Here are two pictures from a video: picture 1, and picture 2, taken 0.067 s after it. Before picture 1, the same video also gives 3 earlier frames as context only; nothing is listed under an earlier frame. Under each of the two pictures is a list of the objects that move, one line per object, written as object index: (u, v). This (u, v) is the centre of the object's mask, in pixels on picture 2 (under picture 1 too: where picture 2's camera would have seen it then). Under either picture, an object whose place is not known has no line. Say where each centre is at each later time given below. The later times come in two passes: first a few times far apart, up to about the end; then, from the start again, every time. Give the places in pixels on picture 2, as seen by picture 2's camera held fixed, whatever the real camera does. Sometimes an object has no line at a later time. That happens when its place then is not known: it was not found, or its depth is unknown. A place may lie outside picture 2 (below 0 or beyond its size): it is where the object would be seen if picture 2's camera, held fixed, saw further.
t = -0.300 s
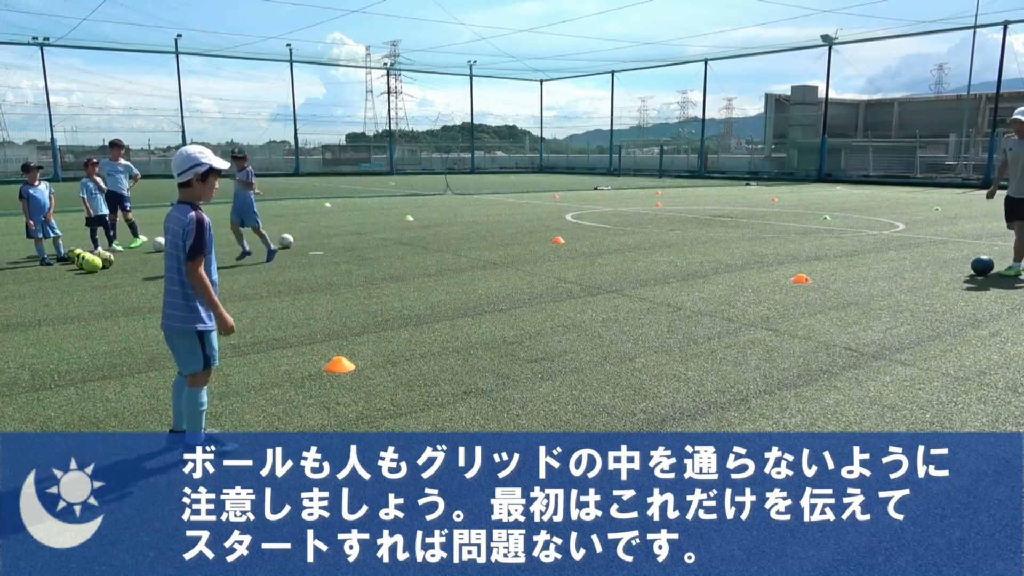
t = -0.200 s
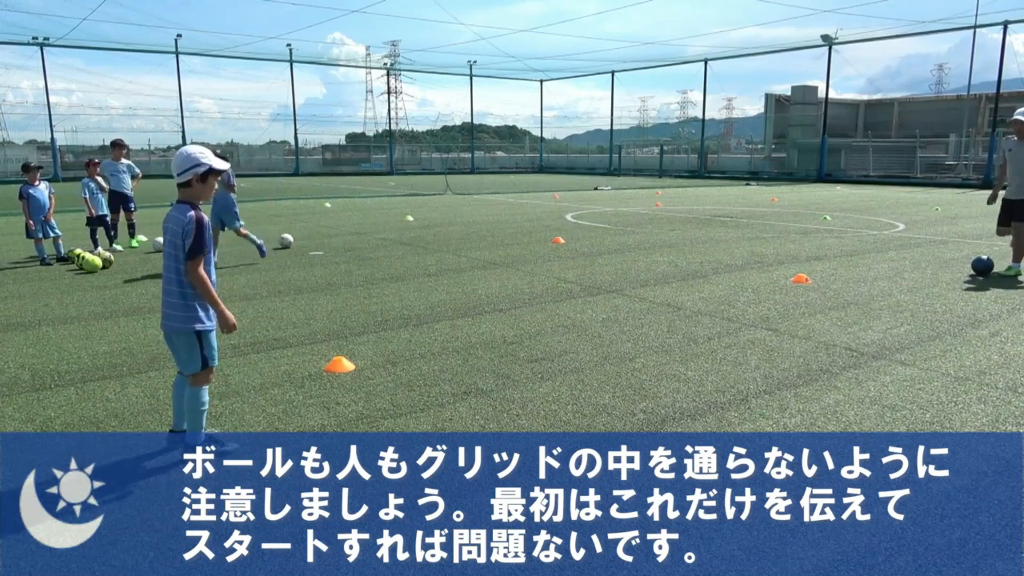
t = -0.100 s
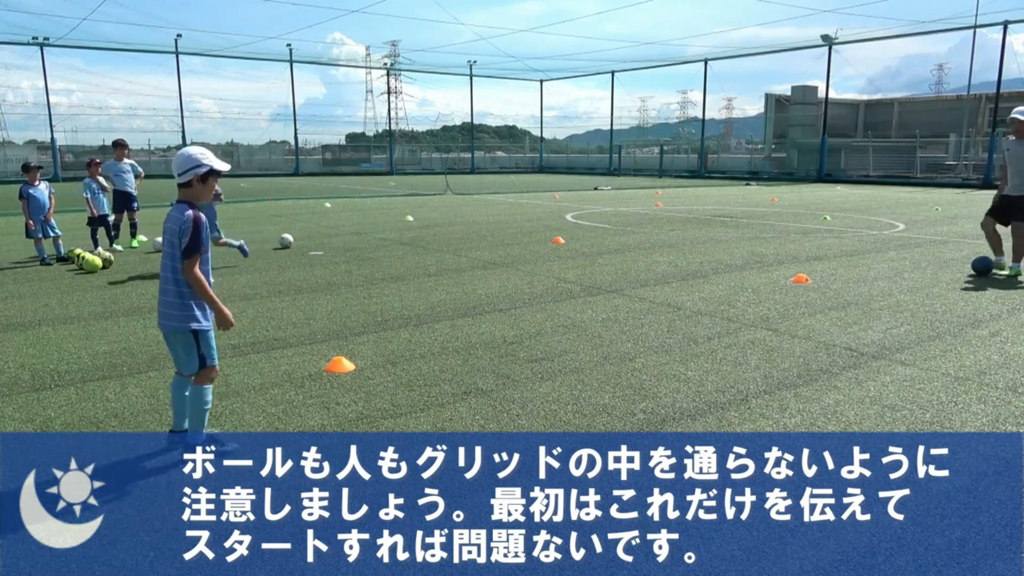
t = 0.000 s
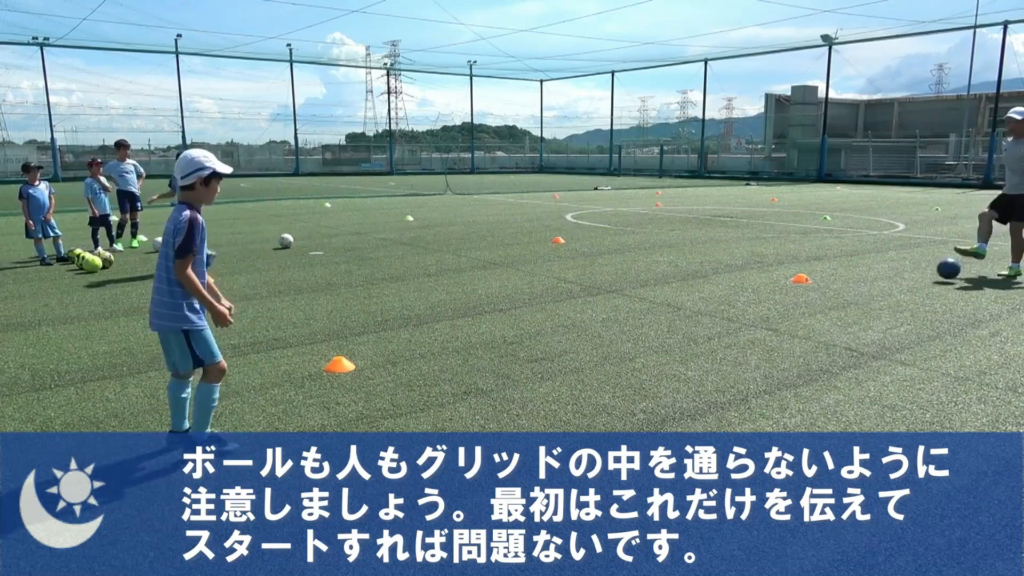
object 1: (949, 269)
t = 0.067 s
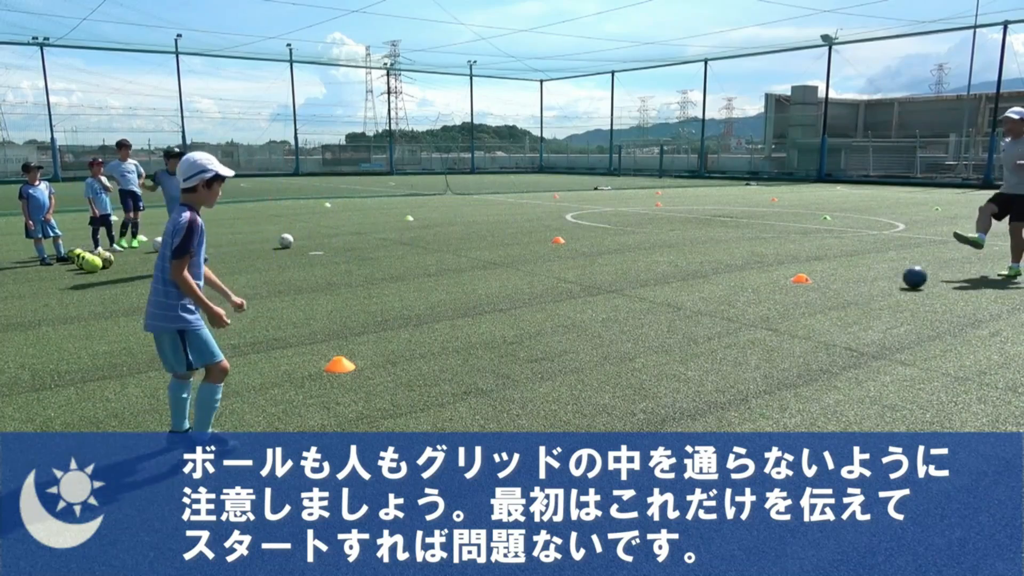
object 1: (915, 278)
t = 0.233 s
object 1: (817, 300)
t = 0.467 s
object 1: (645, 339)
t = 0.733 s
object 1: (381, 396)
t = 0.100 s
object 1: (897, 281)
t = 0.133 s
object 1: (879, 283)
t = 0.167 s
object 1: (860, 287)
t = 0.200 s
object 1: (839, 293)
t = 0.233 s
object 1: (817, 300)
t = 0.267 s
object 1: (795, 303)
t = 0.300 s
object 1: (773, 308)
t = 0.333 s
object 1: (749, 314)
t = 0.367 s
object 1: (724, 321)
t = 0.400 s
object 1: (699, 325)
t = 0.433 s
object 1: (673, 331)
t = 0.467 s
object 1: (645, 339)
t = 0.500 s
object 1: (617, 343)
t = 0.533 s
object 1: (587, 349)
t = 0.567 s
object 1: (554, 359)
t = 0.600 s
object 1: (523, 364)
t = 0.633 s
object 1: (490, 371)
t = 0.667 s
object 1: (455, 380)
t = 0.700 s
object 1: (418, 389)
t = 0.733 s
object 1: (381, 396)
